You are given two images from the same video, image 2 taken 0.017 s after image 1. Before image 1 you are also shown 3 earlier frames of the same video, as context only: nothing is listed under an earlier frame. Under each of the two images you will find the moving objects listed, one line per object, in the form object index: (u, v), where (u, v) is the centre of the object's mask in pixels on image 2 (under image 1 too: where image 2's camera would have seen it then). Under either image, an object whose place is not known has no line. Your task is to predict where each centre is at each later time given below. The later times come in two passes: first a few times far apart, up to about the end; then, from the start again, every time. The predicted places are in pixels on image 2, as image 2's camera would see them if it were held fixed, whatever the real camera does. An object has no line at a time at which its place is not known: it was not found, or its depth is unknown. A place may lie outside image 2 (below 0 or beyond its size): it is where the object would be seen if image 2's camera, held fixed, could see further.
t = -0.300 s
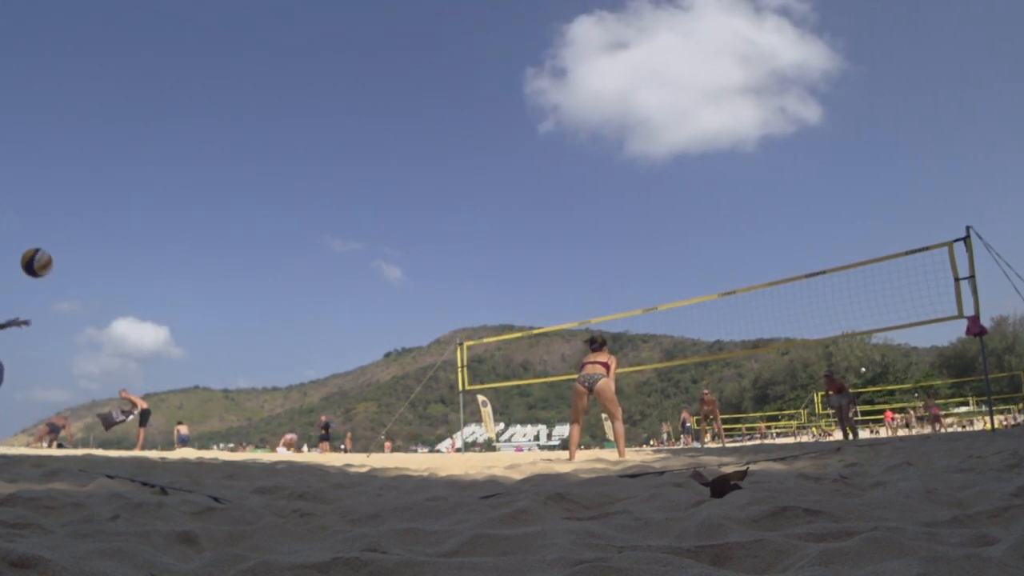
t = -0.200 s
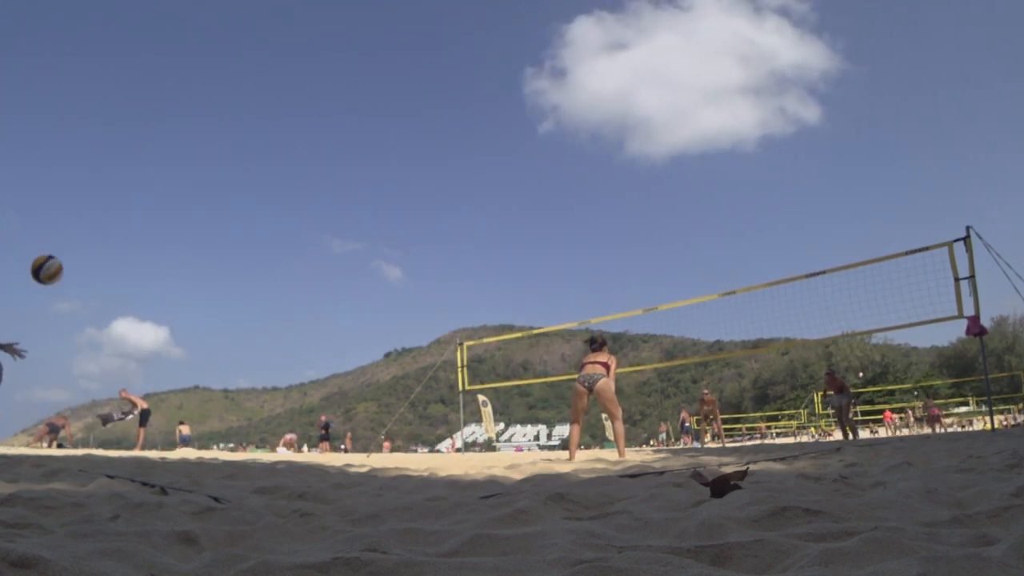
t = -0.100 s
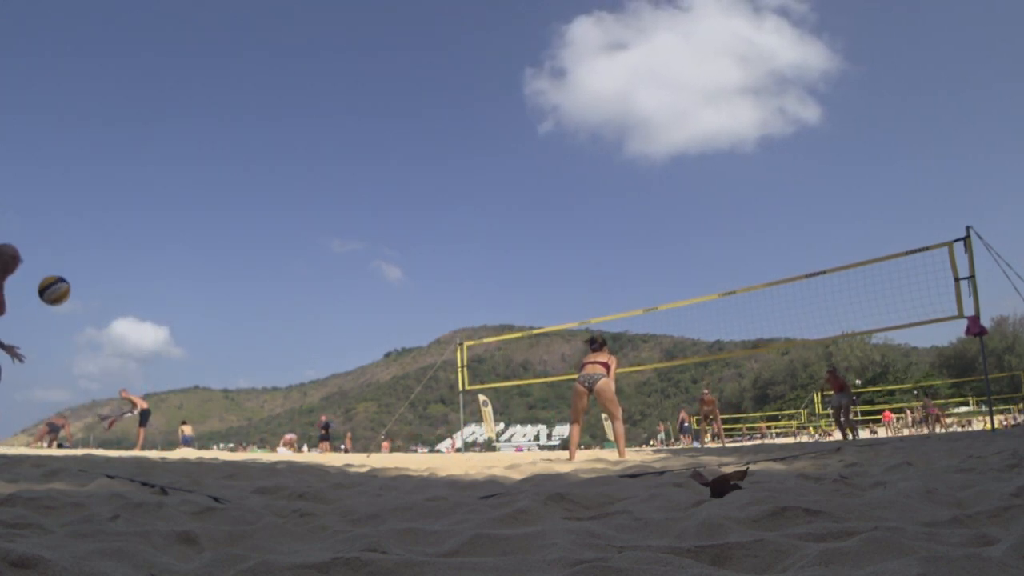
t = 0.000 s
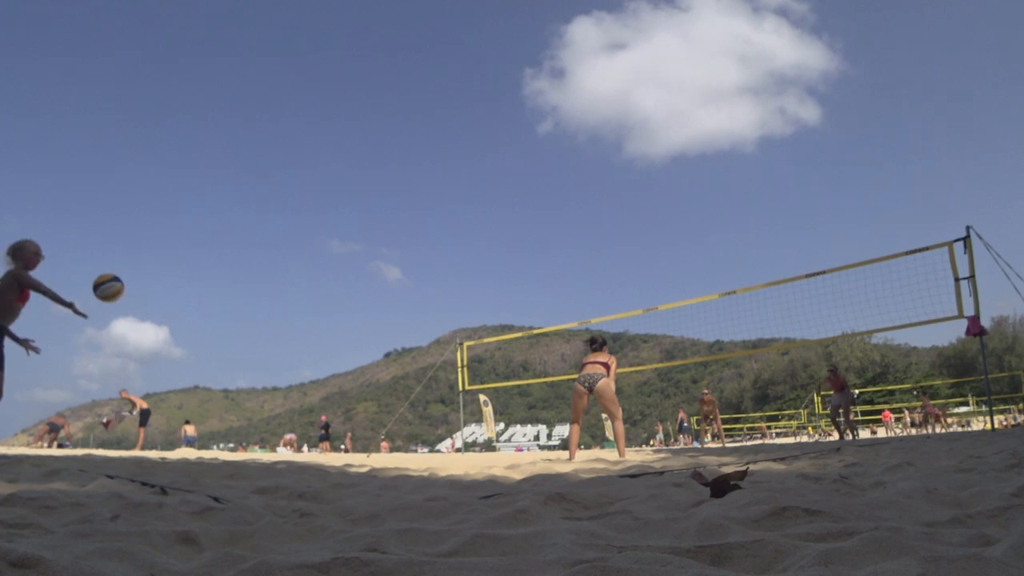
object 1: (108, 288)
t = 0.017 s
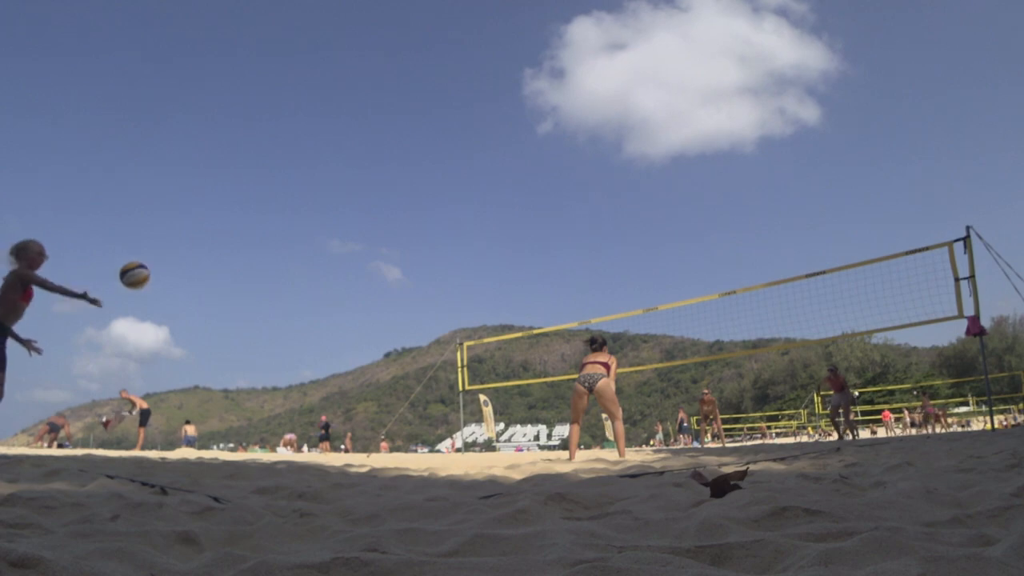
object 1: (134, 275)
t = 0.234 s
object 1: (378, 179)
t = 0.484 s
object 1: (524, 166)
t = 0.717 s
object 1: (605, 194)
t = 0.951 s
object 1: (661, 243)
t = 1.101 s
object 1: (690, 283)
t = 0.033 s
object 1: (159, 263)
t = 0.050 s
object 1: (183, 253)
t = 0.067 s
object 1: (206, 243)
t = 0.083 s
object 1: (228, 234)
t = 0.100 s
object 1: (248, 225)
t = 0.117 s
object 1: (267, 217)
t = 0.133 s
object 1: (286, 210)
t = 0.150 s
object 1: (303, 204)
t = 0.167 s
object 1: (319, 198)
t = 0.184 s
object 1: (334, 192)
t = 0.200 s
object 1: (350, 188)
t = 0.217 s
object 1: (364, 183)
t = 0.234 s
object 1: (378, 179)
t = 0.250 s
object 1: (390, 177)
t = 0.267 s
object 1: (402, 173)
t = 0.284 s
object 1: (414, 171)
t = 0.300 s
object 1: (426, 168)
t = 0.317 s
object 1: (436, 167)
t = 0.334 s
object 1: (447, 165)
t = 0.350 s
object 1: (457, 164)
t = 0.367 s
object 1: (466, 163)
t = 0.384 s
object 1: (475, 163)
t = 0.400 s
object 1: (483, 163)
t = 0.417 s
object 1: (492, 163)
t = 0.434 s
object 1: (500, 163)
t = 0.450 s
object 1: (508, 164)
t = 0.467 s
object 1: (516, 165)
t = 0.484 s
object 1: (524, 166)
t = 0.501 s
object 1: (531, 167)
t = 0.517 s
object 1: (538, 169)
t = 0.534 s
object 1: (544, 170)
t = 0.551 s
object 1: (551, 171)
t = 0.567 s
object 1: (557, 173)
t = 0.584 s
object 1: (563, 175)
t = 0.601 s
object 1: (569, 177)
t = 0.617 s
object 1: (575, 179)
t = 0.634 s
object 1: (580, 181)
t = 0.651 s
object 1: (586, 184)
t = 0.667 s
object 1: (591, 186)
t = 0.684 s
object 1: (596, 188)
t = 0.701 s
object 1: (600, 191)
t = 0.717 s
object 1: (605, 194)
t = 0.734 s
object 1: (610, 197)
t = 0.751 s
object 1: (615, 200)
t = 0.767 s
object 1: (619, 203)
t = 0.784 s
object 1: (624, 206)
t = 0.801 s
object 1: (628, 209)
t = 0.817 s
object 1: (632, 212)
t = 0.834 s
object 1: (636, 216)
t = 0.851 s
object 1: (640, 219)
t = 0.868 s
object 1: (643, 223)
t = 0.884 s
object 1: (647, 227)
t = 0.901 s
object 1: (651, 231)
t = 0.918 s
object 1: (655, 235)
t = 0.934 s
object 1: (658, 239)
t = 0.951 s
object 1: (661, 243)
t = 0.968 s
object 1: (665, 247)
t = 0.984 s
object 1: (668, 252)
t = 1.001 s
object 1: (671, 256)
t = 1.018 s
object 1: (674, 261)
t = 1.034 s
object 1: (678, 265)
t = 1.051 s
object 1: (681, 270)
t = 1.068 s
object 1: (684, 274)
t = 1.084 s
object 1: (686, 279)
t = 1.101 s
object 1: (690, 283)
